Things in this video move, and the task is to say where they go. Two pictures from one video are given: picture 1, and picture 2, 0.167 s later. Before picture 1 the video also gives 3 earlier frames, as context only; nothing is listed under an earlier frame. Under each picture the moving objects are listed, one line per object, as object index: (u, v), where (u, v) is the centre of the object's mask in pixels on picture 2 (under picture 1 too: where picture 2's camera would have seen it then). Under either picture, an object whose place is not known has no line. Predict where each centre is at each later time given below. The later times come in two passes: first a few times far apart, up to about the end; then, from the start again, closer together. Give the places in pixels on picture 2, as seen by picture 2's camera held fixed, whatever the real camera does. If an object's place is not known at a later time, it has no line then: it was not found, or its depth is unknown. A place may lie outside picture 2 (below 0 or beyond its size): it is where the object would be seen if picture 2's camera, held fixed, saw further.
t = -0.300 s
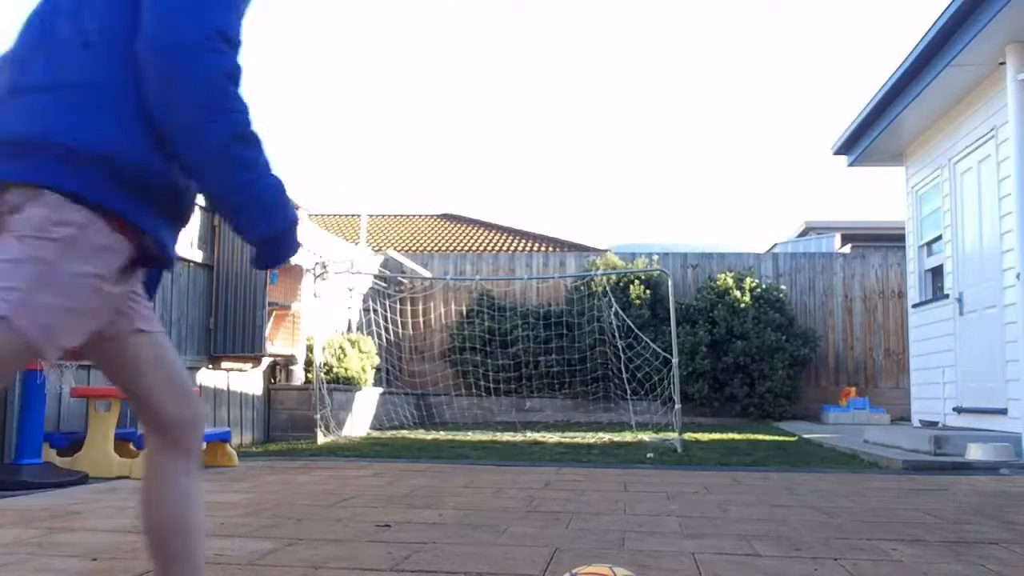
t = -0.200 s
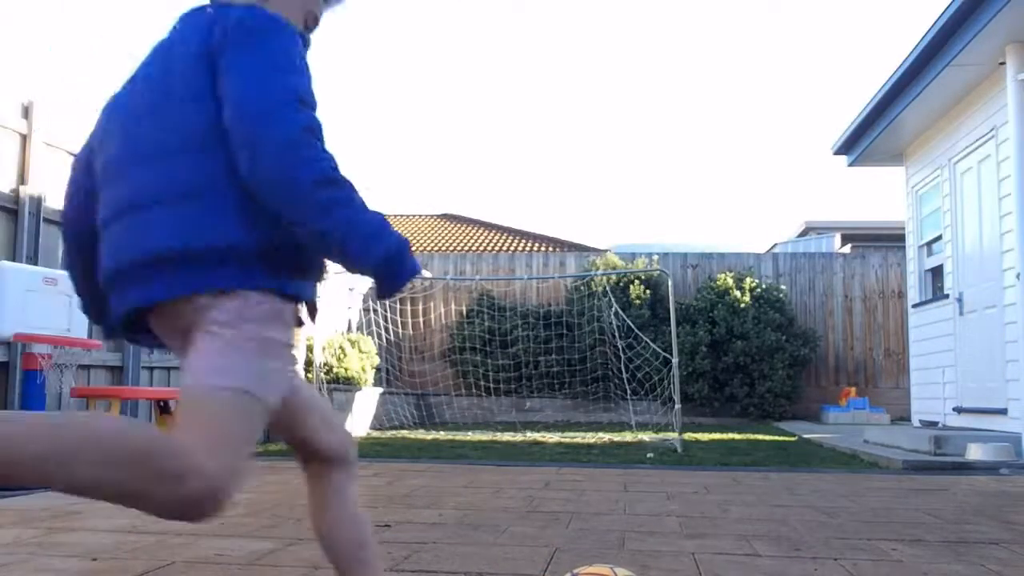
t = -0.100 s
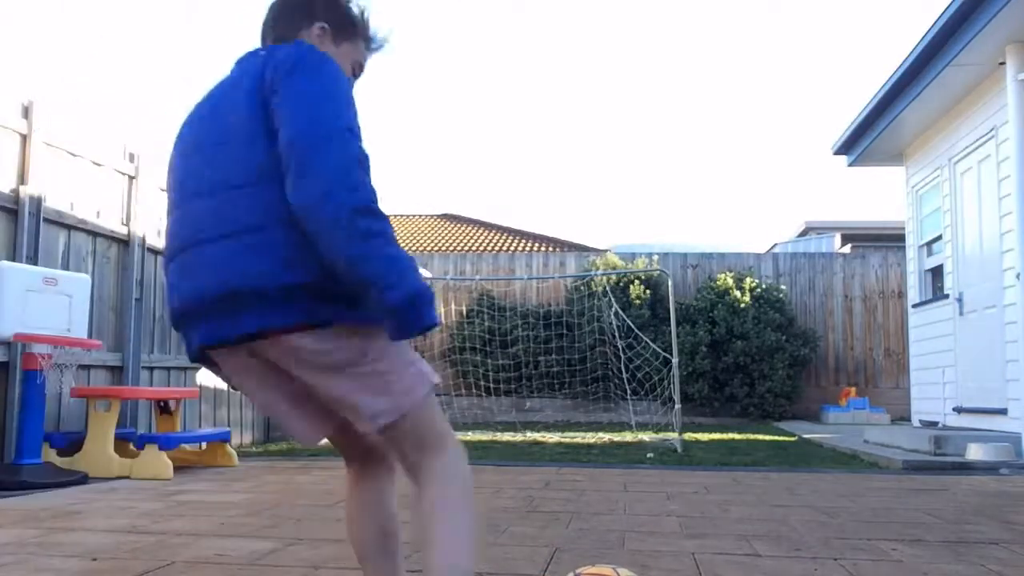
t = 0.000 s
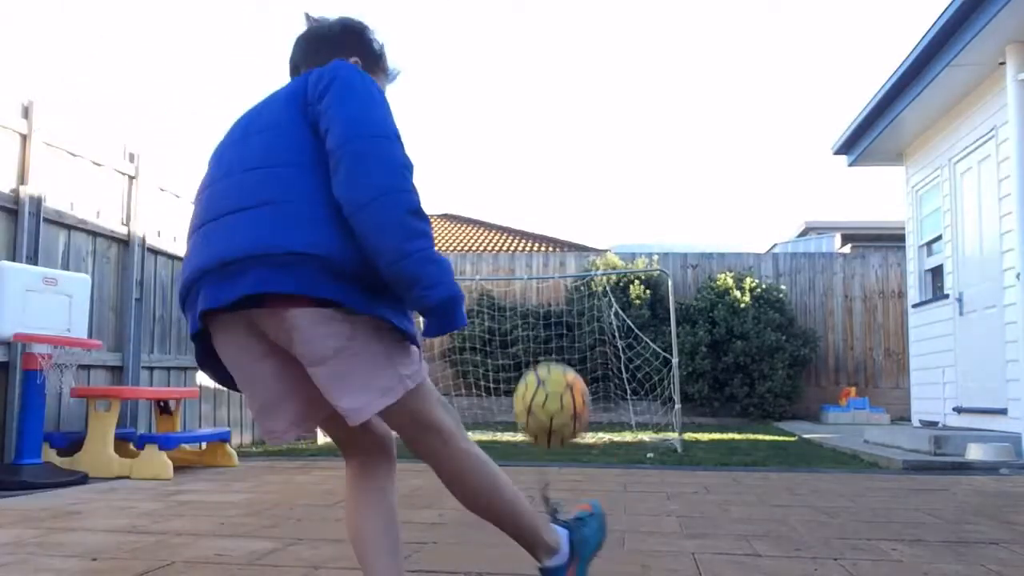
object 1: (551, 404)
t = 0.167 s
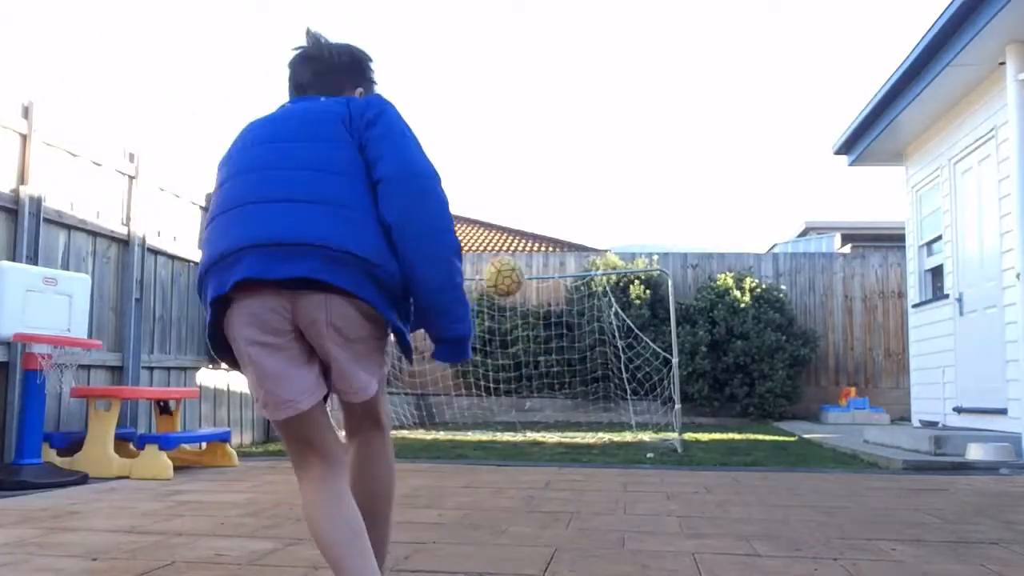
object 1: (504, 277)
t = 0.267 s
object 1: (488, 266)
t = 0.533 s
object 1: (448, 263)
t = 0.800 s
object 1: (377, 281)
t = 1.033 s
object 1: (291, 385)
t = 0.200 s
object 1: (498, 272)
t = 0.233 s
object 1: (492, 267)
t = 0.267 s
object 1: (488, 266)
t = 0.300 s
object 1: (486, 266)
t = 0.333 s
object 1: (480, 268)
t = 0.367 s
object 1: (475, 269)
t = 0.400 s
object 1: (472, 272)
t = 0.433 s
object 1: (468, 276)
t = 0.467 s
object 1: (462, 272)
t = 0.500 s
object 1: (455, 267)
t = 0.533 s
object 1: (448, 263)
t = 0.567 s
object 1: (441, 263)
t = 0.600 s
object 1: (432, 259)
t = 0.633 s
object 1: (423, 258)
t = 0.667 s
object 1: (416, 260)
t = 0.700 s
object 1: (406, 264)
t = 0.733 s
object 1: (396, 267)
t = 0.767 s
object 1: (389, 273)
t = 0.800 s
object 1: (377, 281)
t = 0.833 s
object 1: (366, 290)
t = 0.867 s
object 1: (355, 301)
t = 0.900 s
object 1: (344, 315)
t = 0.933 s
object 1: (333, 331)
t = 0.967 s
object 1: (319, 348)
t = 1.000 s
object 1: (306, 369)
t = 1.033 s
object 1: (291, 385)
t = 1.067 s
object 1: (279, 413)
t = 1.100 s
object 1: (266, 441)
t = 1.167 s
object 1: (245, 431)
